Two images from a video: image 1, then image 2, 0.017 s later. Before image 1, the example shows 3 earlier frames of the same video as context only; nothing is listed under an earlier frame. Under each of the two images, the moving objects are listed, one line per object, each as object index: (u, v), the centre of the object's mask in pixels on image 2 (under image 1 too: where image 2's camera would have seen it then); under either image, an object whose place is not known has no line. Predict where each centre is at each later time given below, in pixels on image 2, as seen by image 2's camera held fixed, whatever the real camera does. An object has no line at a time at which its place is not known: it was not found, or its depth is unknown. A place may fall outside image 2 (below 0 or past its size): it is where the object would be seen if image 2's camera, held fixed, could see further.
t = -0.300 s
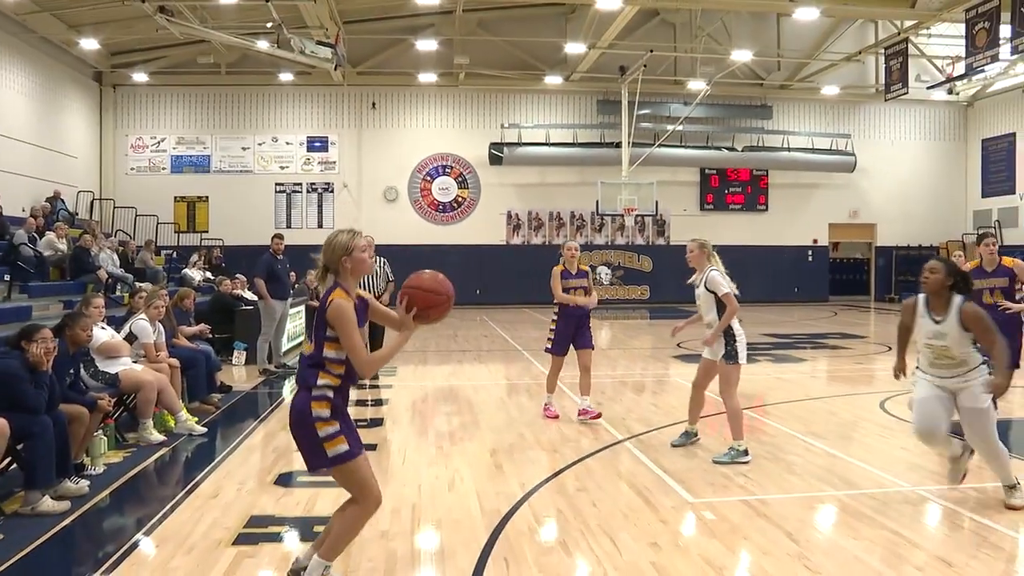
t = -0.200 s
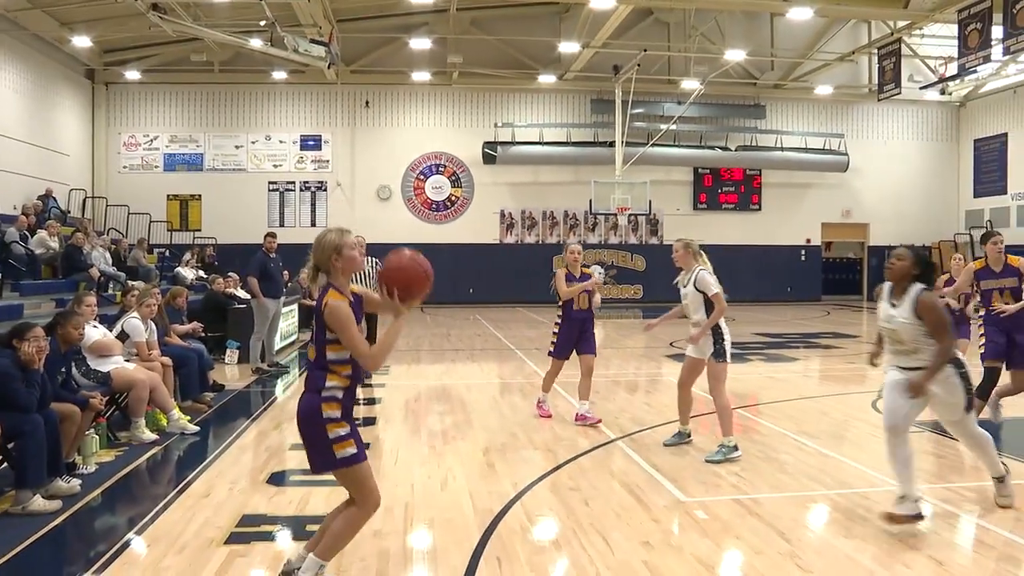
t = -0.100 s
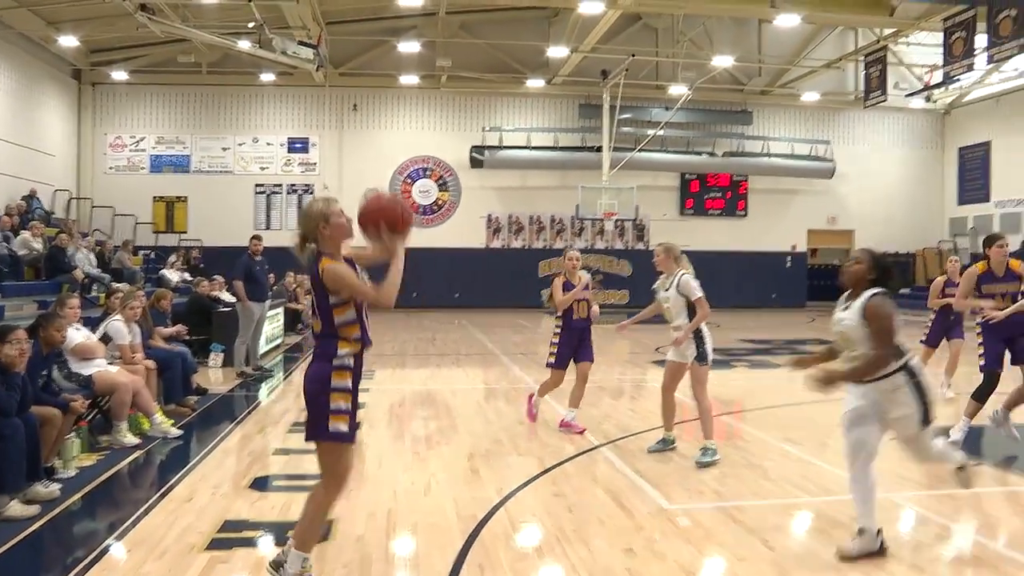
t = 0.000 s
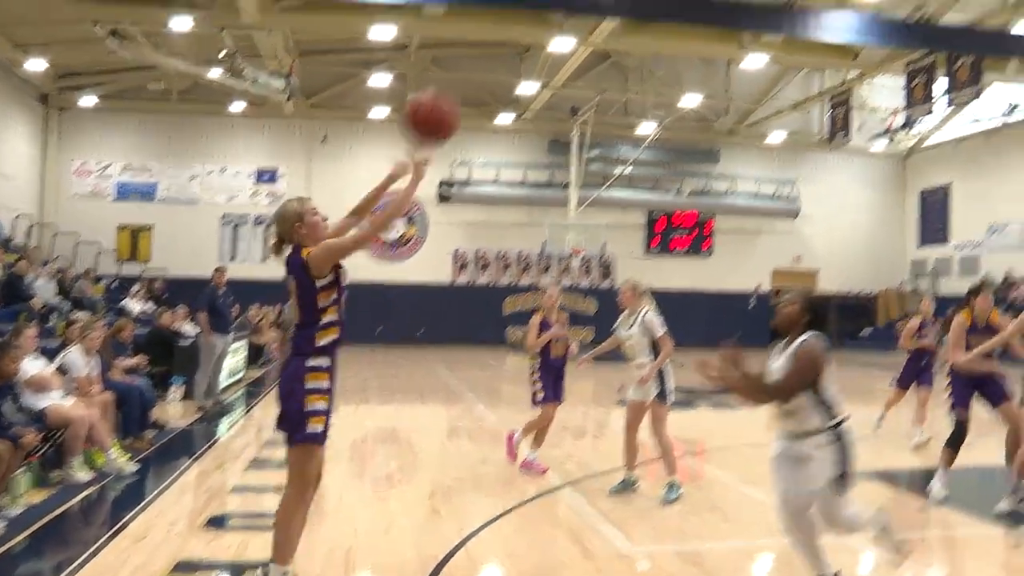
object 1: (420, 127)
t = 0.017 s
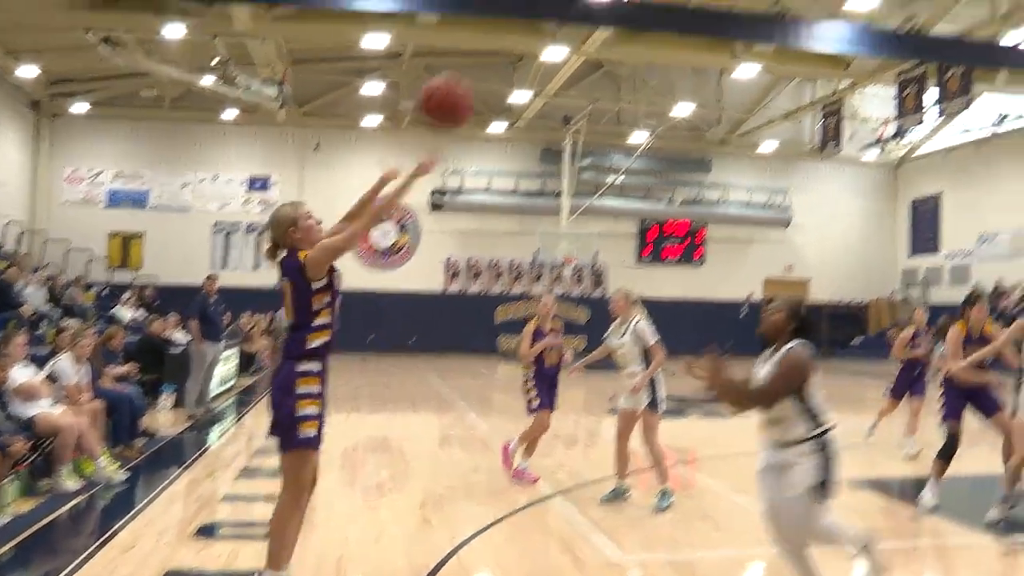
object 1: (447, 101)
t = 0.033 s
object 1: (470, 79)
